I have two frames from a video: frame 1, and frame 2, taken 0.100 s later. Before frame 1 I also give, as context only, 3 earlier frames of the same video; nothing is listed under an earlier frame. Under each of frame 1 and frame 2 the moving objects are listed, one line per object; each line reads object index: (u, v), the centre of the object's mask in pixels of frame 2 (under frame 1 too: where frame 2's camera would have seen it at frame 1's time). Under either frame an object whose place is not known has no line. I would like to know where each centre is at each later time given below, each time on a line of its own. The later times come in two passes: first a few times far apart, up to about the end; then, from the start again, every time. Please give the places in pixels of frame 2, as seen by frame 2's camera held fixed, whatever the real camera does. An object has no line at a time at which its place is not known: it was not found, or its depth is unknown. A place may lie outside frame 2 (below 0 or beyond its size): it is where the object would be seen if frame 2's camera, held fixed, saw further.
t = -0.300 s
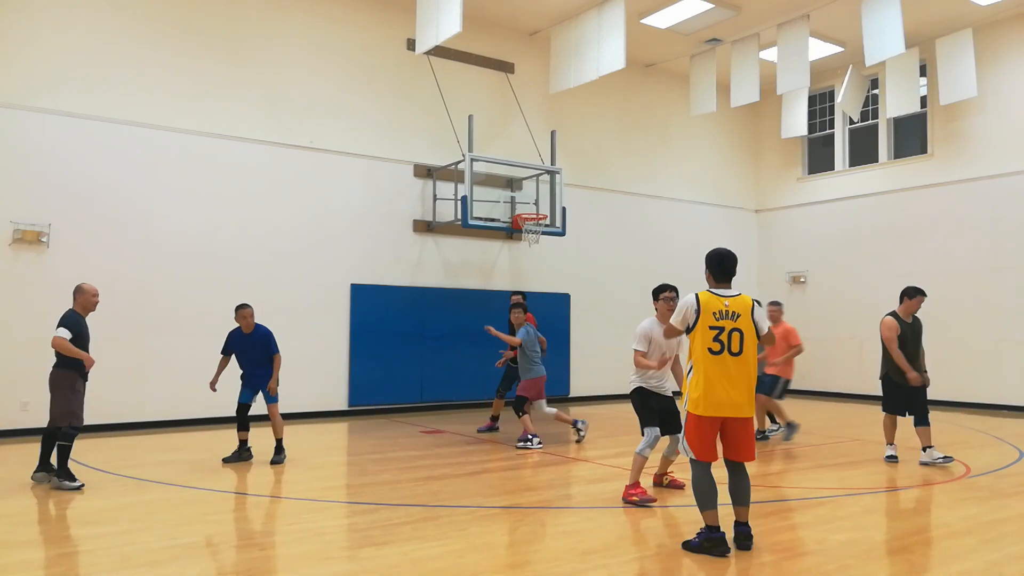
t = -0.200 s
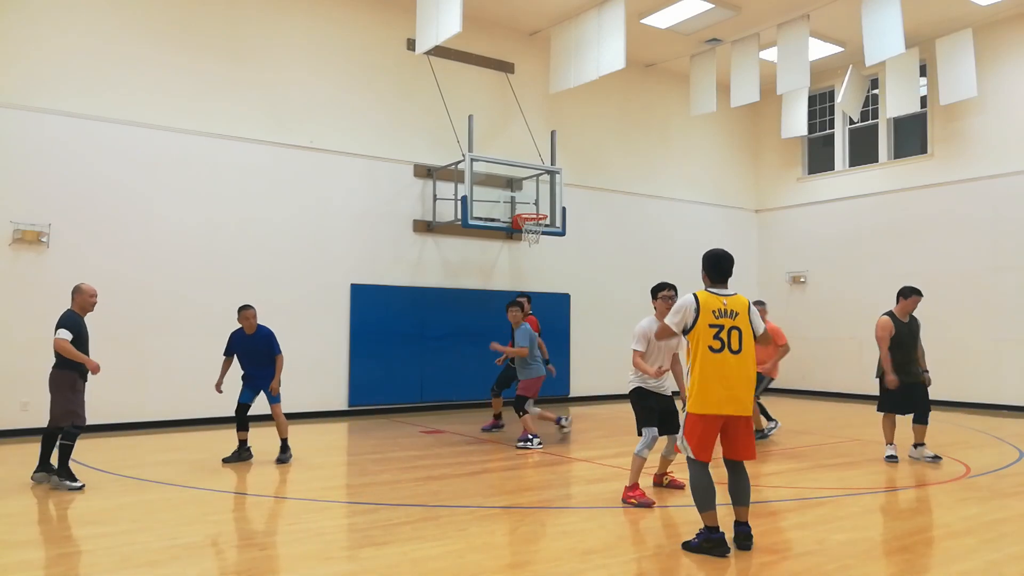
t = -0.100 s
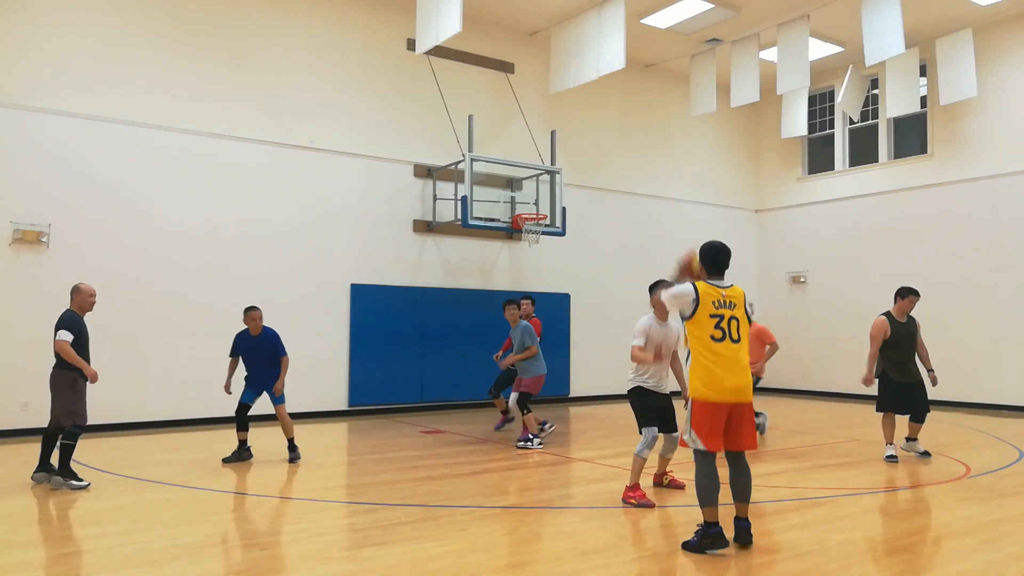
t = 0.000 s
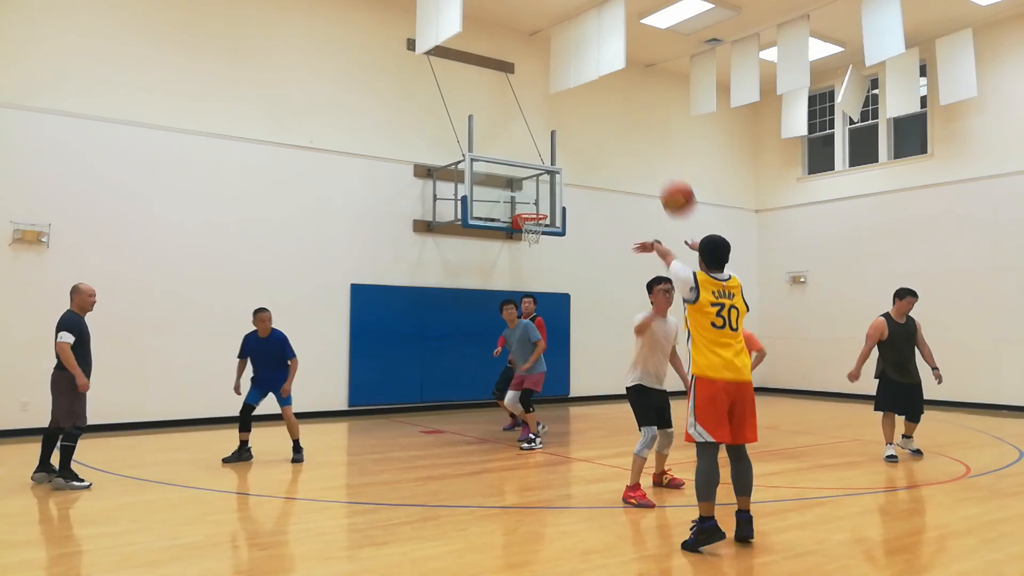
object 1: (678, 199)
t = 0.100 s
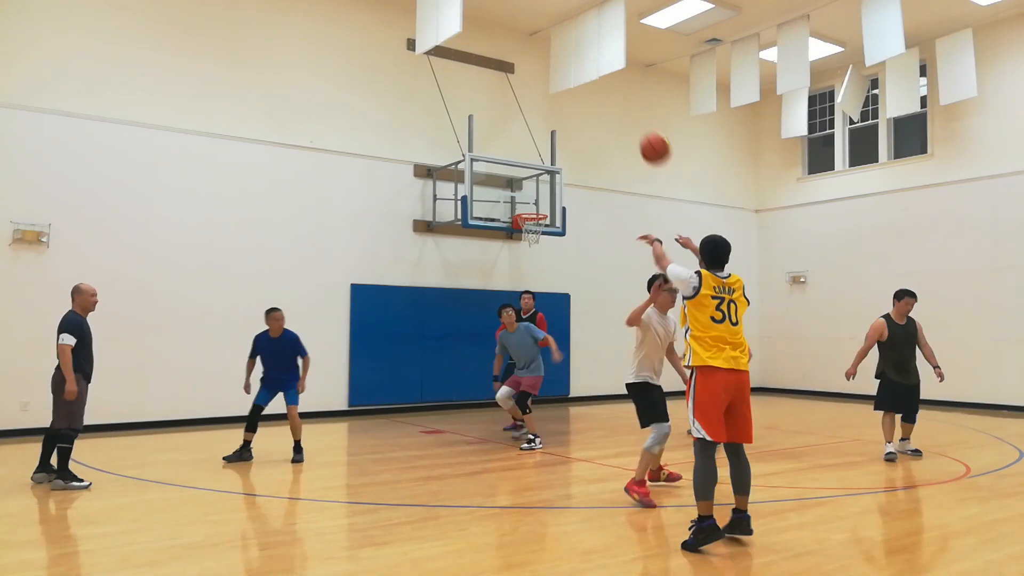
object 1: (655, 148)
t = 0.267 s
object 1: (624, 105)
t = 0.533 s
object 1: (589, 104)
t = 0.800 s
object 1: (564, 156)
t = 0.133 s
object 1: (648, 137)
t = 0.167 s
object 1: (642, 126)
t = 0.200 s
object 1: (636, 118)
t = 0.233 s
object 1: (630, 111)
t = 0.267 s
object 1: (624, 105)
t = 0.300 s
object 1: (619, 101)
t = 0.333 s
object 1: (614, 98)
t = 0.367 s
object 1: (610, 96)
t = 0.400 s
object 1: (605, 96)
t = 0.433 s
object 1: (601, 96)
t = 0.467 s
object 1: (597, 98)
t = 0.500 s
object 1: (593, 100)
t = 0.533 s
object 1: (589, 104)
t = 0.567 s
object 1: (586, 108)
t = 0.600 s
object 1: (582, 113)
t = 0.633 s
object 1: (579, 118)
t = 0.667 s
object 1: (576, 125)
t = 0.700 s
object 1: (573, 132)
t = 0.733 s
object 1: (570, 139)
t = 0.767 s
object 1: (567, 147)
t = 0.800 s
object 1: (564, 156)
